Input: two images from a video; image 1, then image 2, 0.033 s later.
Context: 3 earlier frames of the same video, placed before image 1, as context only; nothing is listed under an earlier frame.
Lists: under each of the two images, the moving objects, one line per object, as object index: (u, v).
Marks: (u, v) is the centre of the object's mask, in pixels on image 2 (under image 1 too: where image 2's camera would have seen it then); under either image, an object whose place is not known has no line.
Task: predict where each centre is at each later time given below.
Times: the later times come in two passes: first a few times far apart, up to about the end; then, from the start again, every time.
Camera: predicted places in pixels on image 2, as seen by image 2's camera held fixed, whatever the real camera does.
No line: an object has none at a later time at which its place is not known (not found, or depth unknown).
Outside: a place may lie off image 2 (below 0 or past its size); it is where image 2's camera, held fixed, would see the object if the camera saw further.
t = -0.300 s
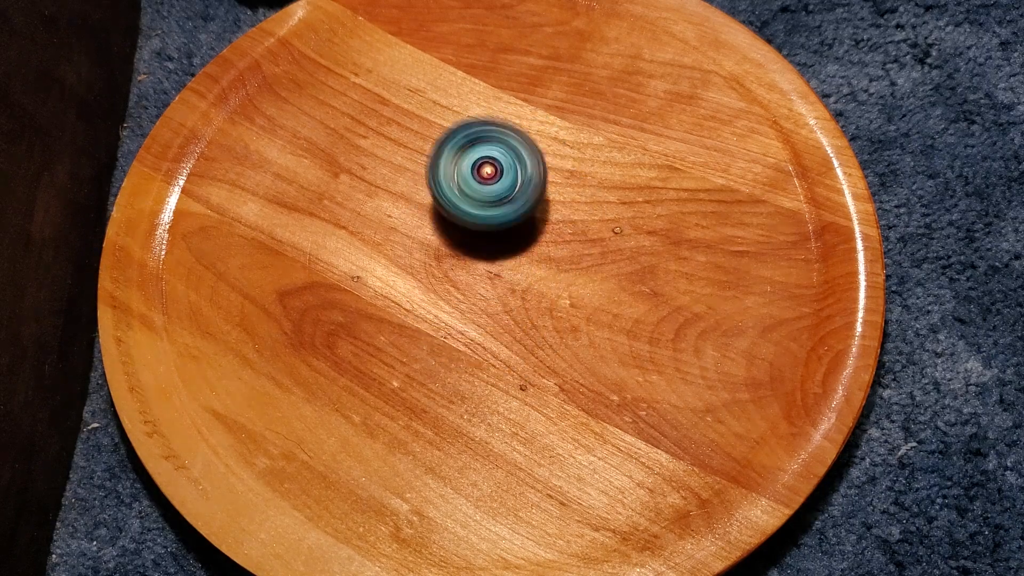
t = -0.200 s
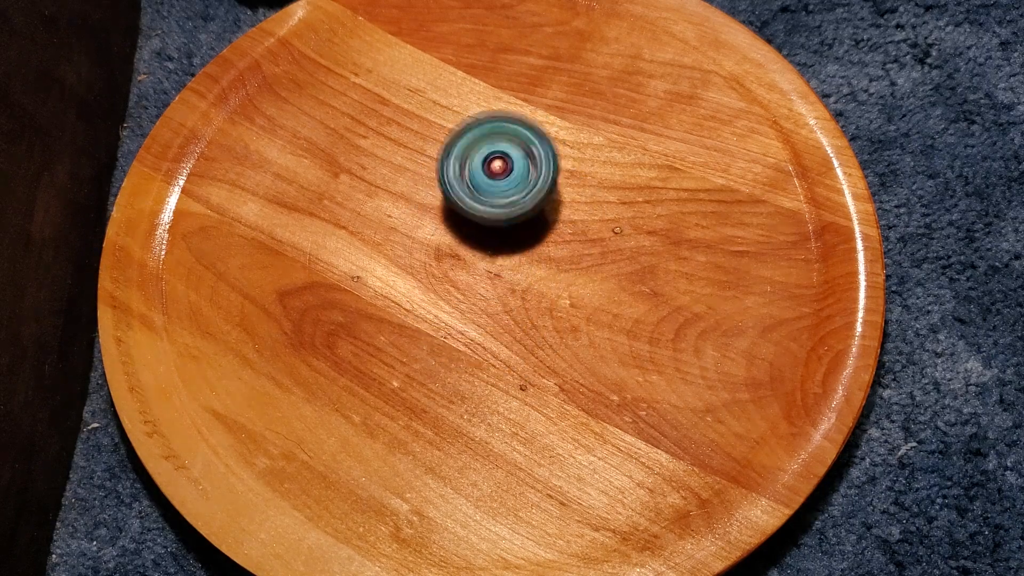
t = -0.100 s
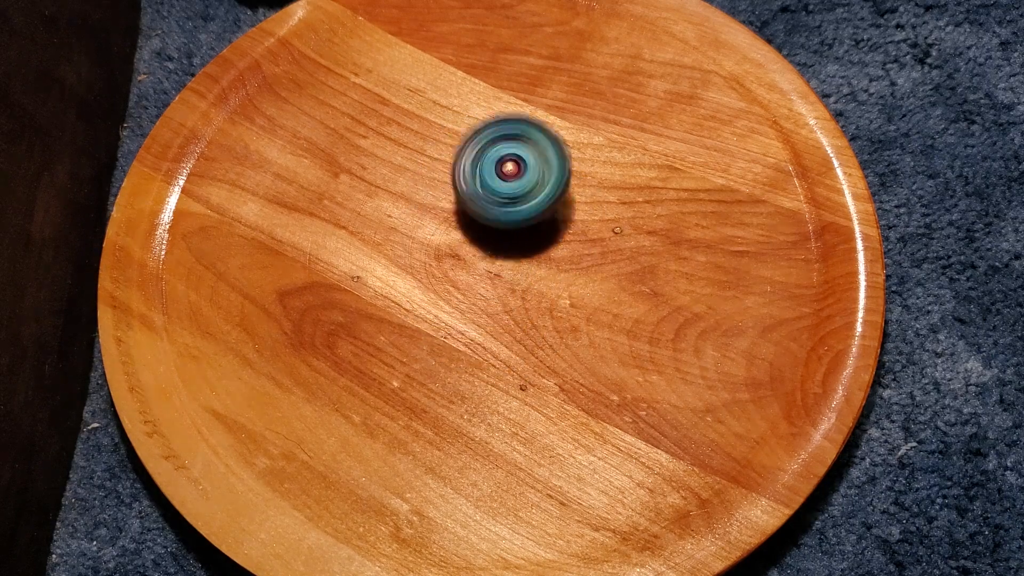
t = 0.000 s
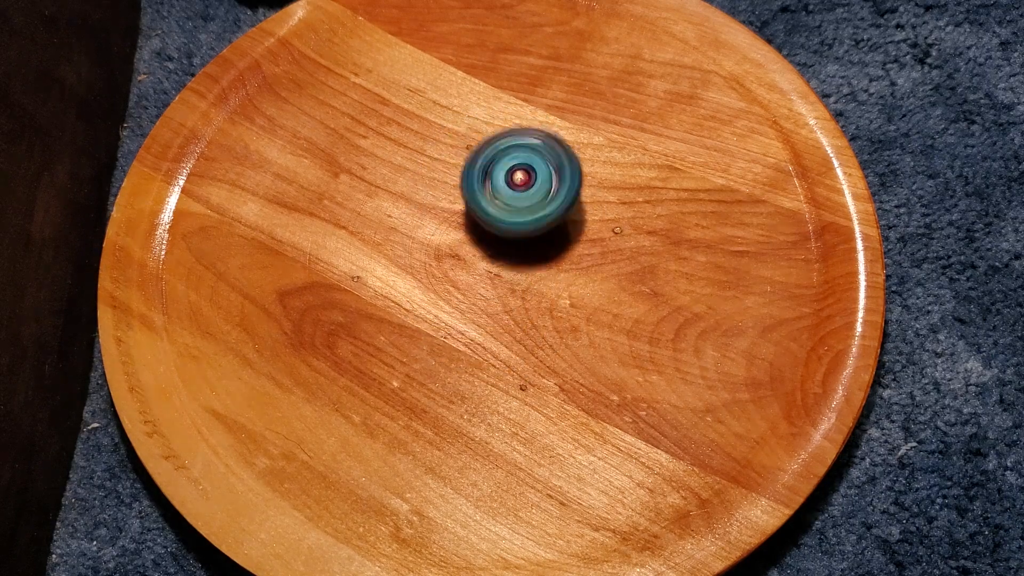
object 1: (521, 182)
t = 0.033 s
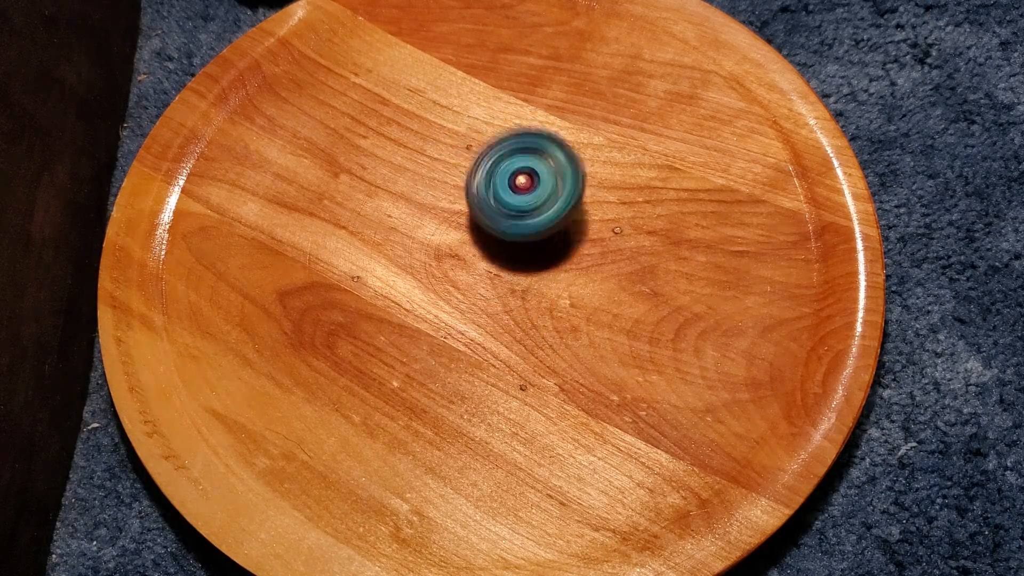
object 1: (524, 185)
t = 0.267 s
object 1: (533, 228)
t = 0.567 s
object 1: (511, 274)
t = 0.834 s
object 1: (481, 278)
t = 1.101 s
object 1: (465, 246)
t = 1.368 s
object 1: (486, 196)
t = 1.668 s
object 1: (521, 184)
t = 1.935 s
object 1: (537, 217)
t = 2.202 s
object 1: (520, 258)
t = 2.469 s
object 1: (486, 270)
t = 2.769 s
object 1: (463, 243)
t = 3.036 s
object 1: (482, 203)
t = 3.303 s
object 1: (513, 188)
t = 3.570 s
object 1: (534, 217)
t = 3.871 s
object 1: (515, 258)
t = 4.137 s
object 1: (484, 264)
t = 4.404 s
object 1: (467, 239)
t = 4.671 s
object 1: (488, 203)
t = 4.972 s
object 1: (523, 198)
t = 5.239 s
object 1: (531, 231)
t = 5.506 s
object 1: (506, 261)
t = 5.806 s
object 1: (471, 253)
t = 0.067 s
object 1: (527, 189)
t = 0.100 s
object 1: (529, 195)
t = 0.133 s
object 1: (531, 202)
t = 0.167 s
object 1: (533, 208)
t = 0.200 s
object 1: (533, 214)
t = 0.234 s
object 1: (533, 220)
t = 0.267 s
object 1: (533, 228)
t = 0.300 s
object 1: (533, 234)
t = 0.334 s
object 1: (531, 240)
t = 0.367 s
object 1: (528, 246)
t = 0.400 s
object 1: (527, 254)
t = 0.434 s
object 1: (524, 257)
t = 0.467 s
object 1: (521, 262)
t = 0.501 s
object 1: (518, 267)
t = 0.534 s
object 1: (515, 272)
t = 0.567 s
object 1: (511, 274)
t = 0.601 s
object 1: (508, 276)
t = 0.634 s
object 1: (503, 279)
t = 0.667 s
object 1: (501, 281)
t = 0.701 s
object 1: (496, 282)
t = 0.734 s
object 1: (493, 282)
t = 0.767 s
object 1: (488, 282)
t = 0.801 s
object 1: (485, 279)
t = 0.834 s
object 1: (481, 278)
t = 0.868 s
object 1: (477, 276)
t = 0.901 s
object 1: (475, 274)
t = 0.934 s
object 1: (472, 269)
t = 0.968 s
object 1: (470, 265)
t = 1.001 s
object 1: (467, 262)
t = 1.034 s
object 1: (467, 257)
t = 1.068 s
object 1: (465, 252)
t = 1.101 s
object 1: (465, 246)
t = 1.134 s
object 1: (466, 243)
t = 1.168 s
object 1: (467, 230)
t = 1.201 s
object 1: (469, 225)
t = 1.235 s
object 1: (473, 218)
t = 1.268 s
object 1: (476, 212)
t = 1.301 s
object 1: (478, 207)
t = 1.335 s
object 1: (483, 202)
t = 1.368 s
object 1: (486, 196)
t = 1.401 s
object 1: (489, 192)
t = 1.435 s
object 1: (494, 190)
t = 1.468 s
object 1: (498, 185)
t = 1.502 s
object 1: (501, 184)
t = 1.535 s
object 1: (505, 183)
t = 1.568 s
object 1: (510, 182)
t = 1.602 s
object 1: (513, 182)
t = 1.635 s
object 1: (517, 182)
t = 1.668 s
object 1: (521, 184)
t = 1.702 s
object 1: (524, 186)
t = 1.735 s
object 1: (528, 188)
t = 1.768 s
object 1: (531, 193)
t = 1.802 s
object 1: (533, 196)
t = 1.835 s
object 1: (535, 201)
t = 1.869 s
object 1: (536, 207)
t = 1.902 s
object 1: (537, 210)
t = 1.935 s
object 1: (537, 217)
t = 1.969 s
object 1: (536, 223)
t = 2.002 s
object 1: (537, 228)
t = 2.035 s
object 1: (535, 234)
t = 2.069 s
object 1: (532, 239)
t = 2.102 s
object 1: (531, 245)
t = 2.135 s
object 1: (526, 250)
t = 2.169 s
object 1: (522, 254)
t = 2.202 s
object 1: (520, 258)
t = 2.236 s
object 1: (515, 261)
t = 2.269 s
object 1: (511, 264)
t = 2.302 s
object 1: (508, 267)
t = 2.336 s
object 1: (503, 268)
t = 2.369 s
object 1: (499, 269)
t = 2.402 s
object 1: (495, 271)
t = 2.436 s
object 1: (490, 271)
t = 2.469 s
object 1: (486, 270)
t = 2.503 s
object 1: (482, 270)
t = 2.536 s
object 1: (477, 267)
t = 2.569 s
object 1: (474, 265)
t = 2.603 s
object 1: (472, 263)
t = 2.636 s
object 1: (468, 259)
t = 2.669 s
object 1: (466, 255)
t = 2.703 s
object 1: (466, 253)
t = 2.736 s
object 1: (464, 248)
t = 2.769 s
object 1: (463, 243)
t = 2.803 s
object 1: (463, 239)
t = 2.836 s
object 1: (464, 233)
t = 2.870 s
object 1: (465, 228)
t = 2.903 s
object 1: (469, 222)
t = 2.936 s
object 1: (471, 217)
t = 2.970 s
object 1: (474, 212)
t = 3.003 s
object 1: (479, 207)
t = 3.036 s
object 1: (482, 203)
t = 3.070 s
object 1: (485, 200)
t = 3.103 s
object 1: (489, 195)
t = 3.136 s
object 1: (493, 192)
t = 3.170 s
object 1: (497, 191)
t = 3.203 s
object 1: (501, 188)
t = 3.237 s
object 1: (505, 187)
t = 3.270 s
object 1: (509, 188)
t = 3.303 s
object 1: (513, 188)
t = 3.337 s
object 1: (516, 190)
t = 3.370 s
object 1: (520, 193)
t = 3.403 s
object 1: (523, 195)
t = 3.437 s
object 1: (526, 199)
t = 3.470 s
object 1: (529, 203)
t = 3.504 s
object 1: (531, 207)
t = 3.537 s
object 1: (532, 212)
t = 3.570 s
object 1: (534, 217)
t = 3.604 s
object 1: (534, 223)
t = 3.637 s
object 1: (533, 229)
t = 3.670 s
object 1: (531, 233)
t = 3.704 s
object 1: (530, 238)
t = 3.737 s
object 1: (528, 244)
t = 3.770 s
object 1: (525, 248)
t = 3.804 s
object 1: (521, 252)
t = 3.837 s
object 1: (518, 254)
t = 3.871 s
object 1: (515, 258)
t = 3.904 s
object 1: (511, 262)
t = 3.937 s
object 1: (507, 262)
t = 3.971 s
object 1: (503, 264)
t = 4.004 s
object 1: (500, 266)
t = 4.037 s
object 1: (495, 266)
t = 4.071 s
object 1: (490, 266)
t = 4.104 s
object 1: (487, 265)
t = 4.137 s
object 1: (484, 264)
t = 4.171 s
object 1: (481, 264)
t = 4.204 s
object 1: (477, 260)
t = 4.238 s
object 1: (475, 258)
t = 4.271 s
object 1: (474, 255)
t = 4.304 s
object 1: (471, 251)
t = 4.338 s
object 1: (469, 249)
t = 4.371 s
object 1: (467, 243)
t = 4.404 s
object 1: (467, 239)
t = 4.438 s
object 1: (469, 235)
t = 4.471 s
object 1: (469, 230)
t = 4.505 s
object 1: (472, 225)
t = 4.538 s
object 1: (474, 218)
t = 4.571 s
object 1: (478, 214)
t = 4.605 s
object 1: (482, 210)
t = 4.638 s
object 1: (485, 205)
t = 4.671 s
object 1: (488, 203)
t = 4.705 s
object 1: (492, 198)
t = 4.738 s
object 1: (496, 196)
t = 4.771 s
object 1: (501, 195)
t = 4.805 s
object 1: (504, 193)
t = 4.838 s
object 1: (508, 193)
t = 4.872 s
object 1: (512, 193)
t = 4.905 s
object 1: (516, 194)
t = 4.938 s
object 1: (521, 197)
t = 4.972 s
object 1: (523, 198)
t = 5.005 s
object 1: (526, 202)
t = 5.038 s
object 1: (529, 205)
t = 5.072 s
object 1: (531, 209)
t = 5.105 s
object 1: (532, 214)
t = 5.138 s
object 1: (533, 218)
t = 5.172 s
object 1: (532, 223)
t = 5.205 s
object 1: (532, 227)
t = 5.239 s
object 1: (531, 231)
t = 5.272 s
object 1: (530, 237)
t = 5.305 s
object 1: (528, 242)
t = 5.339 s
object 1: (524, 246)
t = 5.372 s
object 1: (521, 249)
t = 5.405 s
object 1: (517, 253)
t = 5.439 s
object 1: (514, 256)
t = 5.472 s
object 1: (510, 258)
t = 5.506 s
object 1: (506, 261)
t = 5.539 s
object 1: (501, 262)
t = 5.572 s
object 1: (496, 262)
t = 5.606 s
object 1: (492, 262)
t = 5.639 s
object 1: (489, 261)
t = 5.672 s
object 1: (485, 262)
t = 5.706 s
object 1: (481, 260)
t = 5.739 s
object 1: (477, 259)
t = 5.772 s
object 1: (474, 255)
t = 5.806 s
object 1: (471, 253)
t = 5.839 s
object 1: (470, 250)
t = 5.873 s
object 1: (468, 247)
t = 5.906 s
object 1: (467, 244)
